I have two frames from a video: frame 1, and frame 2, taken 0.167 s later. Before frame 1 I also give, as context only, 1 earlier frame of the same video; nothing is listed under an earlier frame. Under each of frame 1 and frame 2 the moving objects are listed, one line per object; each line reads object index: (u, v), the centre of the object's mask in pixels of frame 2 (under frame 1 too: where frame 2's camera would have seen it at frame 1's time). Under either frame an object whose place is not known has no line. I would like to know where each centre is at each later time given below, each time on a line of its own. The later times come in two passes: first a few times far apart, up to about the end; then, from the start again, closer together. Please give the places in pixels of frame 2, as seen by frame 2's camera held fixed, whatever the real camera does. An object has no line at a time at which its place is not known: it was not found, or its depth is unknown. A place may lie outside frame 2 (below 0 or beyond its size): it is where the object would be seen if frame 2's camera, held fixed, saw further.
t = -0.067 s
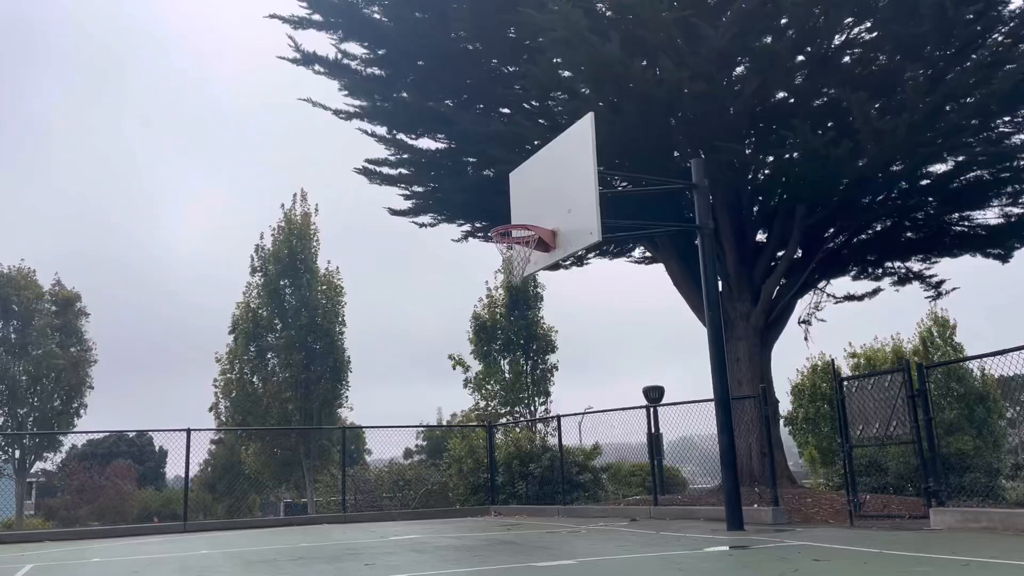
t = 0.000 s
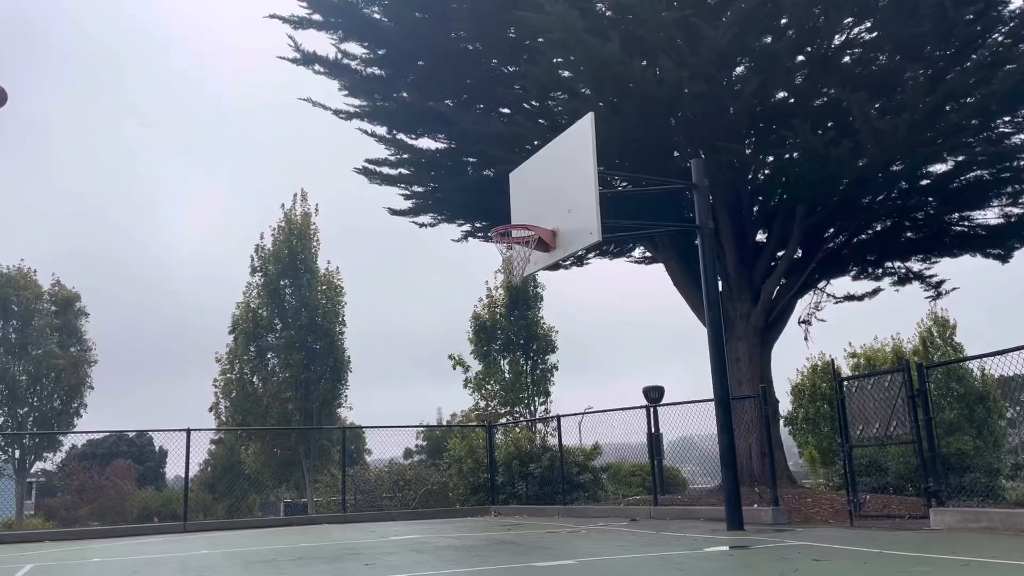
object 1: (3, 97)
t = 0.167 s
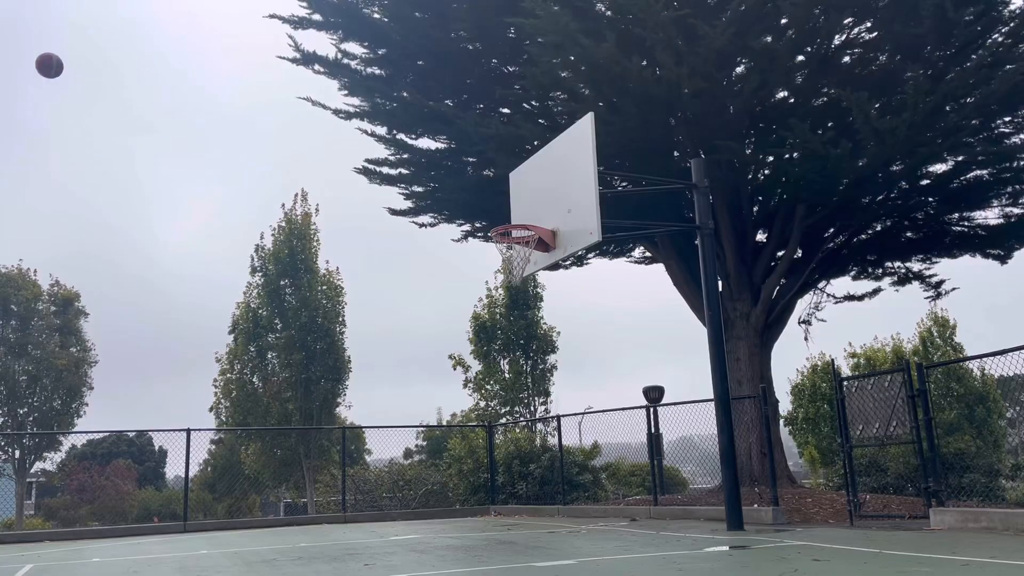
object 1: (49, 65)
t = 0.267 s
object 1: (81, 60)
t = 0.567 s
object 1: (171, 96)
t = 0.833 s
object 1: (248, 200)
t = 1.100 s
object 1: (328, 380)
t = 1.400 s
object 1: (390, 436)
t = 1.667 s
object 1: (412, 291)
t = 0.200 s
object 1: (60, 62)
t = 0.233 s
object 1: (70, 61)
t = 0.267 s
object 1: (81, 60)
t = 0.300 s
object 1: (91, 60)
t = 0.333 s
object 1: (102, 61)
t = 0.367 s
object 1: (112, 63)
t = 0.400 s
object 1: (122, 66)
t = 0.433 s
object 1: (132, 70)
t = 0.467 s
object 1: (142, 75)
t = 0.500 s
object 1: (152, 81)
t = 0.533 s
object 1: (162, 88)
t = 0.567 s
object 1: (171, 96)
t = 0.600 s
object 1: (181, 106)
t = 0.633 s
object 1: (190, 116)
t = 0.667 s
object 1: (200, 127)
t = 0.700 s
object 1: (210, 139)
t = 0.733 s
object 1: (219, 153)
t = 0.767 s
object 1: (229, 167)
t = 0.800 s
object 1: (238, 183)
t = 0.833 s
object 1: (248, 200)
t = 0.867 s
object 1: (258, 218)
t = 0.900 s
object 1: (268, 237)
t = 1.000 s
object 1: (297, 303)
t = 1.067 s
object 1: (317, 354)
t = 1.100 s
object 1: (328, 380)
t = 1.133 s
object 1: (337, 409)
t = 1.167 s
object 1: (347, 439)
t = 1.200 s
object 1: (357, 471)
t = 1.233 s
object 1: (368, 503)
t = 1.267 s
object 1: (378, 540)
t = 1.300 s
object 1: (381, 515)
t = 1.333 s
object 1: (384, 486)
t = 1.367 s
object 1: (388, 460)
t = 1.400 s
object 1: (390, 436)
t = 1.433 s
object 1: (393, 413)
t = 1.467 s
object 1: (396, 391)
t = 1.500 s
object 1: (398, 371)
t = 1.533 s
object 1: (401, 352)
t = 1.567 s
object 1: (404, 335)
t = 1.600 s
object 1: (406, 319)
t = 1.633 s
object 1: (409, 305)
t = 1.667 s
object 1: (412, 291)
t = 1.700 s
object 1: (414, 279)
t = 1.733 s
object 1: (417, 269)
